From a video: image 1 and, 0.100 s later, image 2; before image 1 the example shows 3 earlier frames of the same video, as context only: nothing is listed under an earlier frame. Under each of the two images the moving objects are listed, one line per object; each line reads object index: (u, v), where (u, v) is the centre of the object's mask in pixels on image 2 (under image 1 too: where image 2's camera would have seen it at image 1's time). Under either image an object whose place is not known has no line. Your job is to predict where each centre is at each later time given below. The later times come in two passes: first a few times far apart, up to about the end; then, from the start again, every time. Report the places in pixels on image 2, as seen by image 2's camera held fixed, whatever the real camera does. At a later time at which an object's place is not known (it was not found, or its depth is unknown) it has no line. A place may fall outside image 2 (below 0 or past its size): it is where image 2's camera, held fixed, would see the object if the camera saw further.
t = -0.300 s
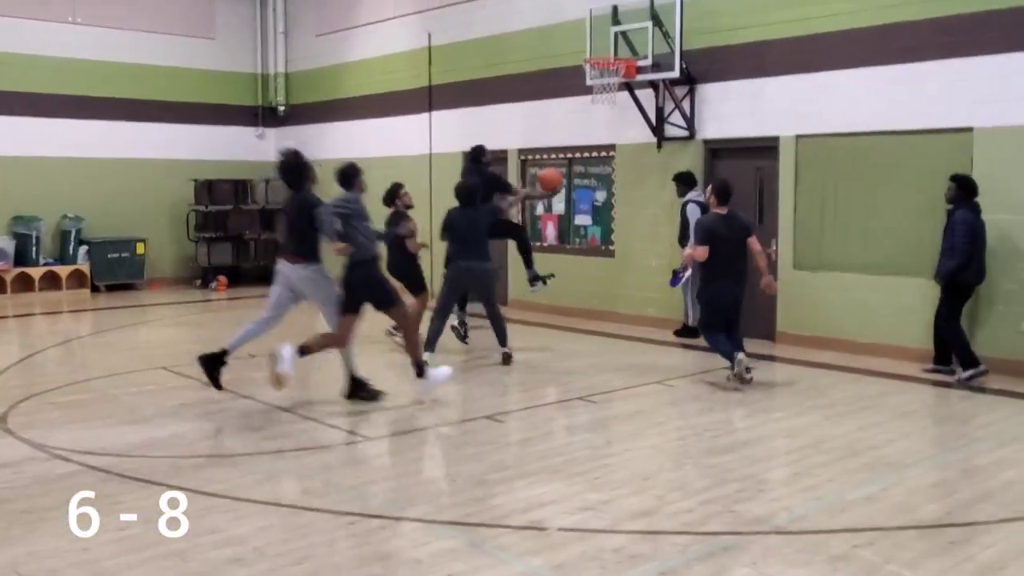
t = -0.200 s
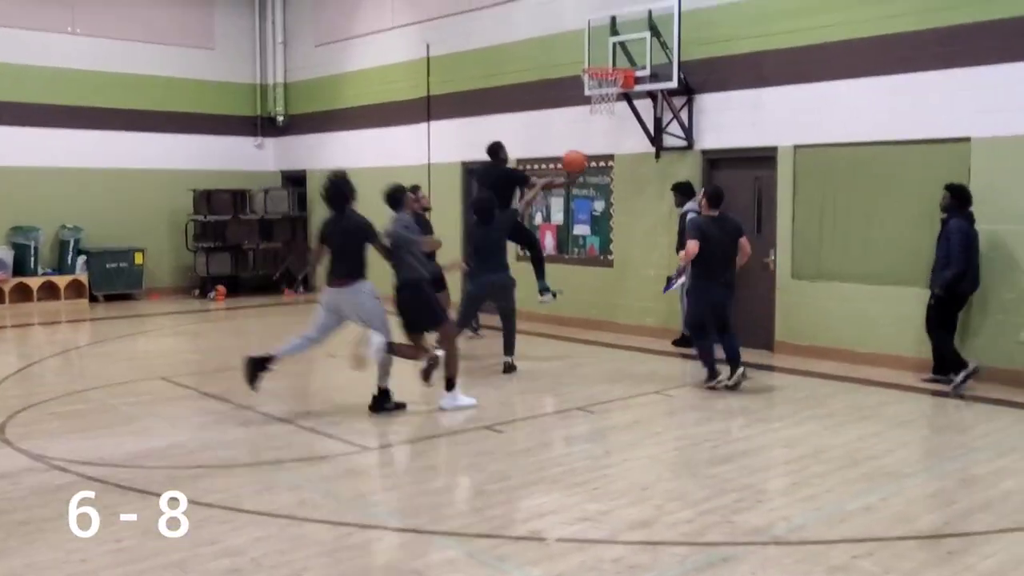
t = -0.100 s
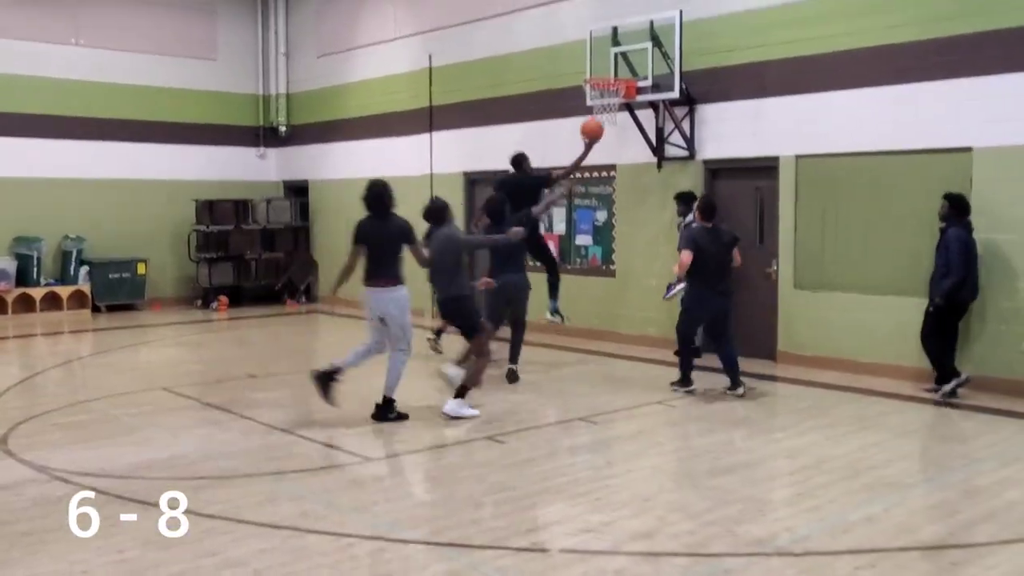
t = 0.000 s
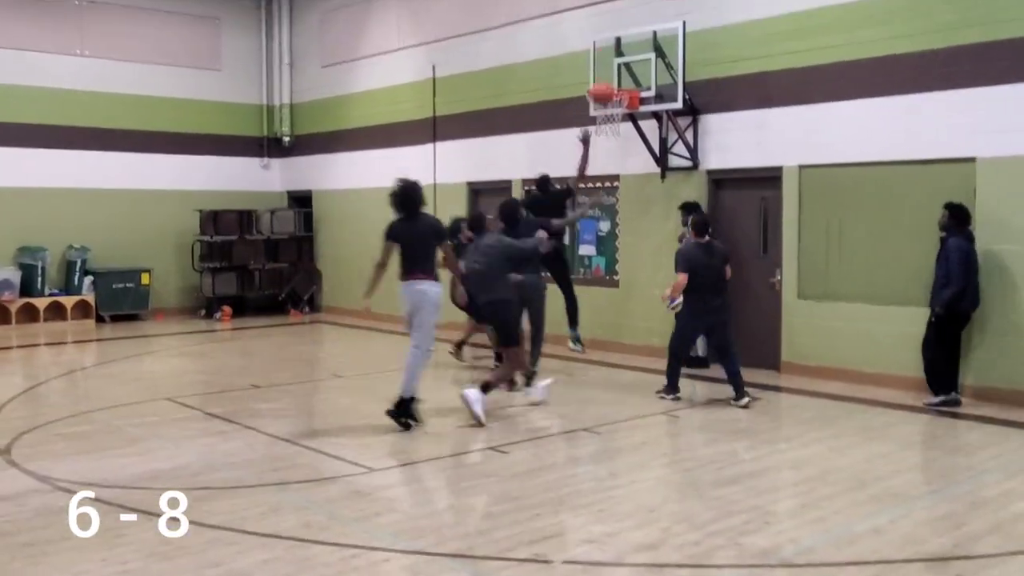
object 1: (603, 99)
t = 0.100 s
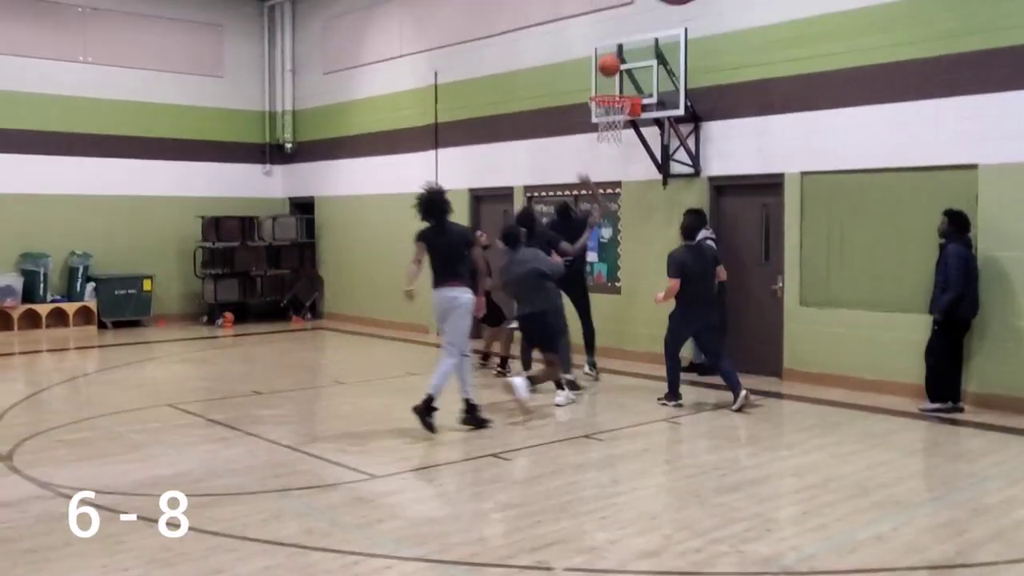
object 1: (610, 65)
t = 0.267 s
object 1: (621, 29)
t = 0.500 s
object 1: (633, 24)
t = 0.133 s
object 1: (611, 56)
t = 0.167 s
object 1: (613, 48)
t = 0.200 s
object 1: (615, 40)
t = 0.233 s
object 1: (619, 34)
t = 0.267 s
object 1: (621, 29)
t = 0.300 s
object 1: (620, 25)
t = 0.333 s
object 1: (622, 23)
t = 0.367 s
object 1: (624, 21)
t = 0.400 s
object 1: (625, 20)
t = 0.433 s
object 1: (627, 20)
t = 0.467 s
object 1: (632, 21)
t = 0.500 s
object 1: (633, 24)
